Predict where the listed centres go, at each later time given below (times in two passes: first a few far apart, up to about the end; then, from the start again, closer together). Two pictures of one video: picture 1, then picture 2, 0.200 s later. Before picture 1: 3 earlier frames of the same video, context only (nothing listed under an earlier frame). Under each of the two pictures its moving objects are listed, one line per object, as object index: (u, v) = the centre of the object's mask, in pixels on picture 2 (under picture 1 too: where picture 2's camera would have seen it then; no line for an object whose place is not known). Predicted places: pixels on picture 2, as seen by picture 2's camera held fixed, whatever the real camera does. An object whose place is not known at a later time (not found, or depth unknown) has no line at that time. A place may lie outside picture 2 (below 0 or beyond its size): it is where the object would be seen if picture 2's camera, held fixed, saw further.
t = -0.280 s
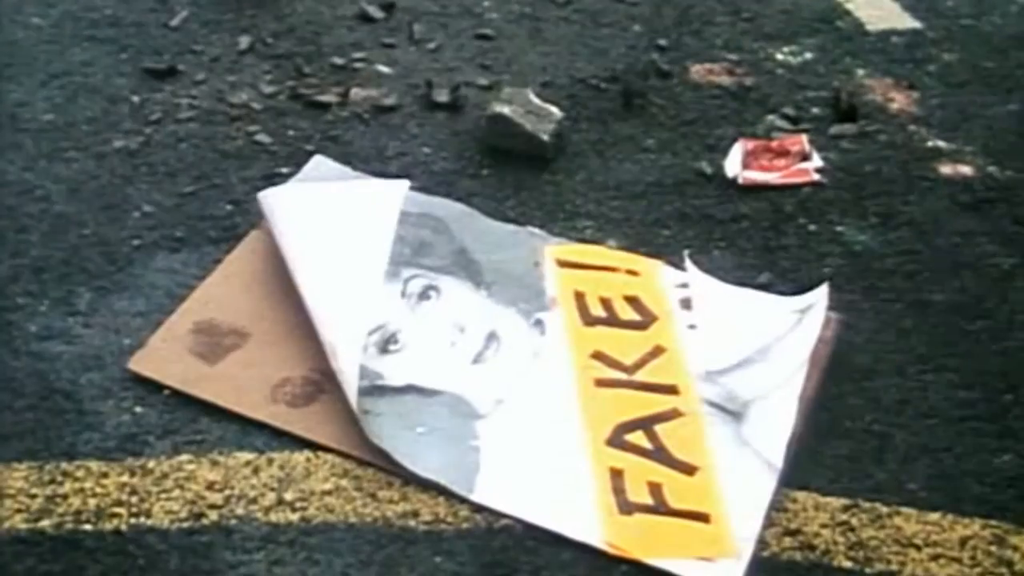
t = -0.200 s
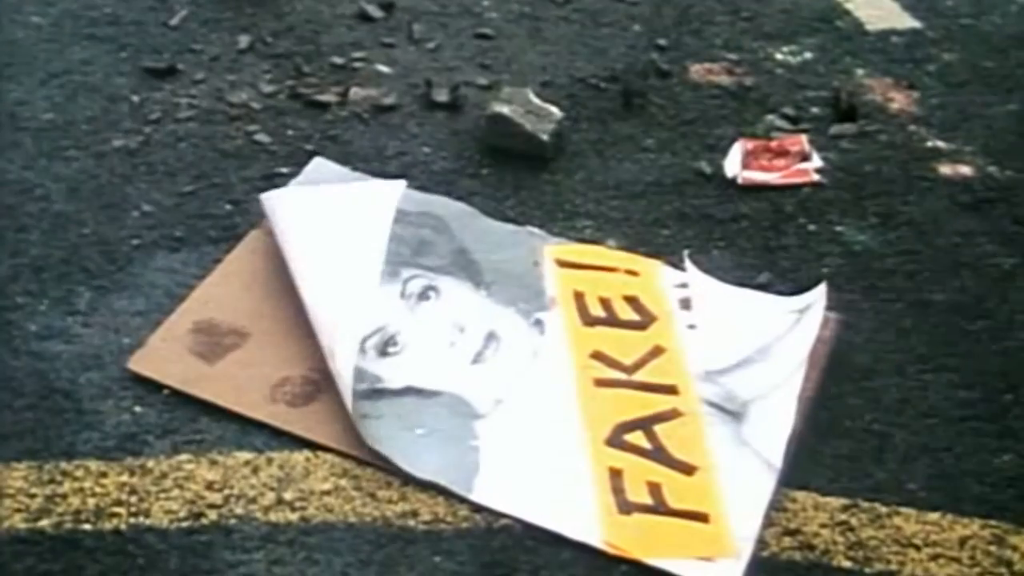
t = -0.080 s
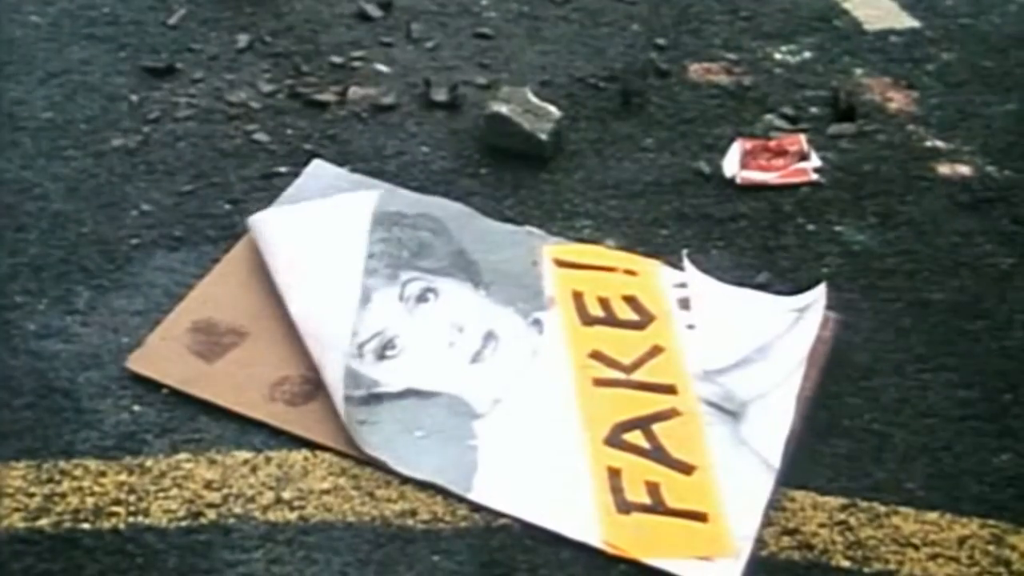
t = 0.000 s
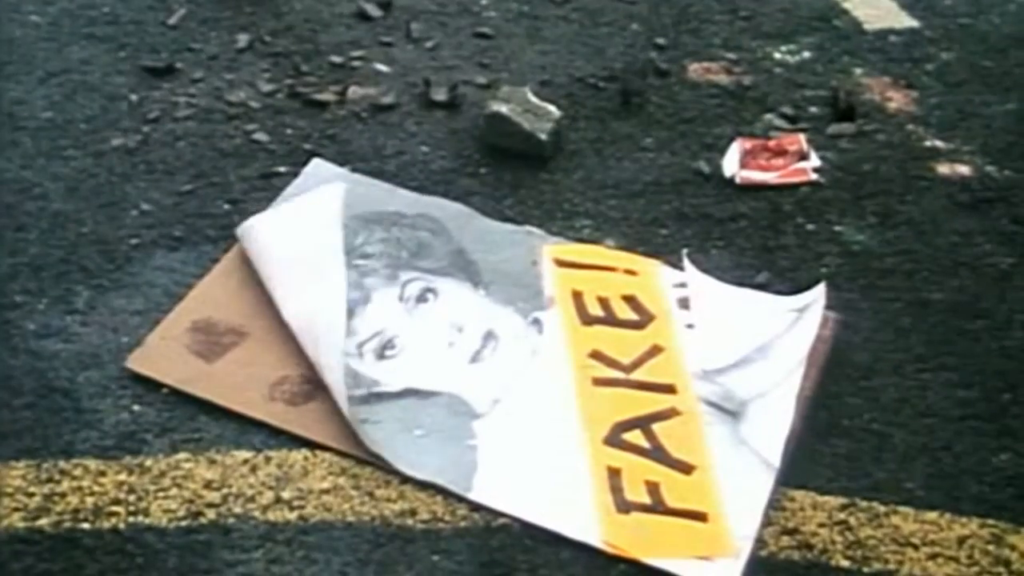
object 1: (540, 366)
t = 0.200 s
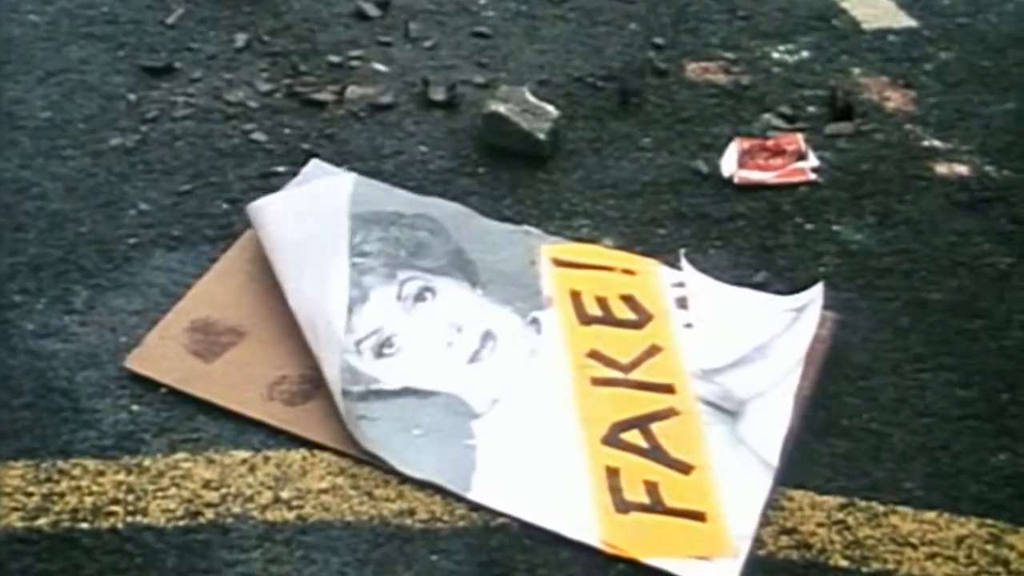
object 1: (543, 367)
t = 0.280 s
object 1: (545, 368)
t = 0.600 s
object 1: (547, 368)
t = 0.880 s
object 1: (557, 358)
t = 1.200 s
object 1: (539, 366)
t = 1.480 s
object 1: (551, 365)
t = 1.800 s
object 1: (566, 345)
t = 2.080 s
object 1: (573, 345)
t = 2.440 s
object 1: (579, 312)
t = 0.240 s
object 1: (544, 367)
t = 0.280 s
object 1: (545, 368)
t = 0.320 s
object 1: (545, 368)
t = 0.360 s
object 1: (546, 368)
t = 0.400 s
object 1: (546, 368)
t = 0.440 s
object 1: (547, 368)
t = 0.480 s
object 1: (547, 368)
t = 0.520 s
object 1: (547, 368)
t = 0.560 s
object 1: (547, 368)
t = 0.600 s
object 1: (547, 368)
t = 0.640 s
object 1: (547, 368)
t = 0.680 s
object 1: (547, 368)
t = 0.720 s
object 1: (547, 367)
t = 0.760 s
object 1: (546, 364)
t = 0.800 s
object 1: (549, 360)
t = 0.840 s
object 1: (554, 358)
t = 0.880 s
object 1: (557, 358)
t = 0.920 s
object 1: (554, 358)
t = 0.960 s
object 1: (550, 359)
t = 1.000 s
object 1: (546, 361)
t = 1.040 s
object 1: (543, 363)
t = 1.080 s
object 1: (541, 366)
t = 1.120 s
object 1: (539, 367)
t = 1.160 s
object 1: (538, 366)
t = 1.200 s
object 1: (539, 366)
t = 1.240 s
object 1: (540, 366)
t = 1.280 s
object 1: (540, 366)
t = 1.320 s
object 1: (541, 366)
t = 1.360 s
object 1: (542, 366)
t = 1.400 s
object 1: (545, 367)
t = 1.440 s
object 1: (548, 367)
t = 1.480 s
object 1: (551, 365)
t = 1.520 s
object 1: (554, 363)
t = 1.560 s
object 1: (557, 361)
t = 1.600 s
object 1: (558, 358)
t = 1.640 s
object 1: (559, 353)
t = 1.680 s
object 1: (561, 351)
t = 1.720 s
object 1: (564, 349)
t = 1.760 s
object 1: (565, 347)
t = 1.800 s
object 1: (566, 345)
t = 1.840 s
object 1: (569, 343)
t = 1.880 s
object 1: (572, 341)
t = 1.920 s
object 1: (574, 341)
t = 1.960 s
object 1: (576, 341)
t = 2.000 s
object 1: (576, 343)
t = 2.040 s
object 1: (575, 344)
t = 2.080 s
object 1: (573, 345)
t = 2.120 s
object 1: (571, 346)
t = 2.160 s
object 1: (569, 346)
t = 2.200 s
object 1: (568, 345)
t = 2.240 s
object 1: (567, 343)
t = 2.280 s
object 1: (566, 340)
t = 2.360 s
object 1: (573, 328)
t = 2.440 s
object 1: (579, 312)
